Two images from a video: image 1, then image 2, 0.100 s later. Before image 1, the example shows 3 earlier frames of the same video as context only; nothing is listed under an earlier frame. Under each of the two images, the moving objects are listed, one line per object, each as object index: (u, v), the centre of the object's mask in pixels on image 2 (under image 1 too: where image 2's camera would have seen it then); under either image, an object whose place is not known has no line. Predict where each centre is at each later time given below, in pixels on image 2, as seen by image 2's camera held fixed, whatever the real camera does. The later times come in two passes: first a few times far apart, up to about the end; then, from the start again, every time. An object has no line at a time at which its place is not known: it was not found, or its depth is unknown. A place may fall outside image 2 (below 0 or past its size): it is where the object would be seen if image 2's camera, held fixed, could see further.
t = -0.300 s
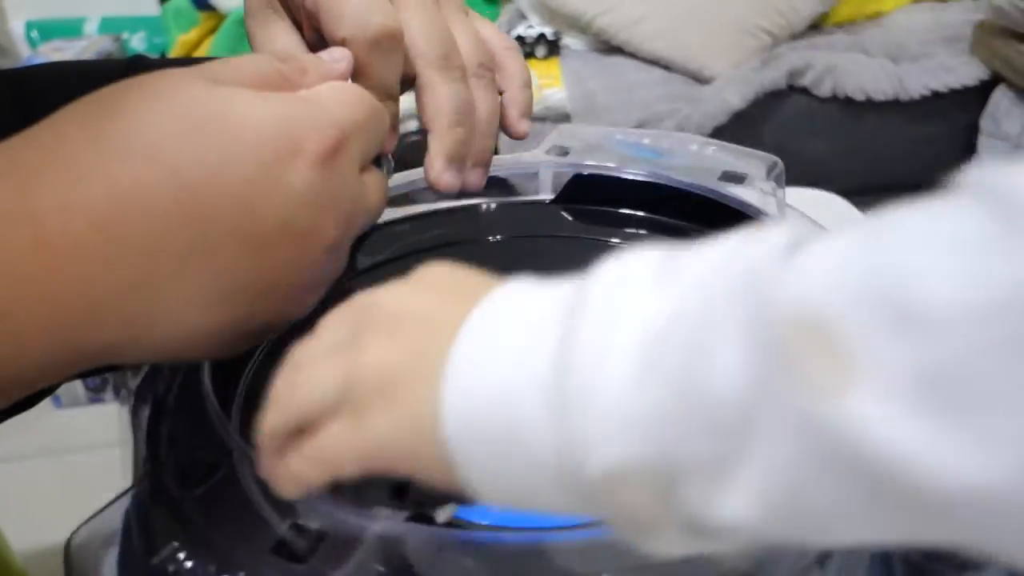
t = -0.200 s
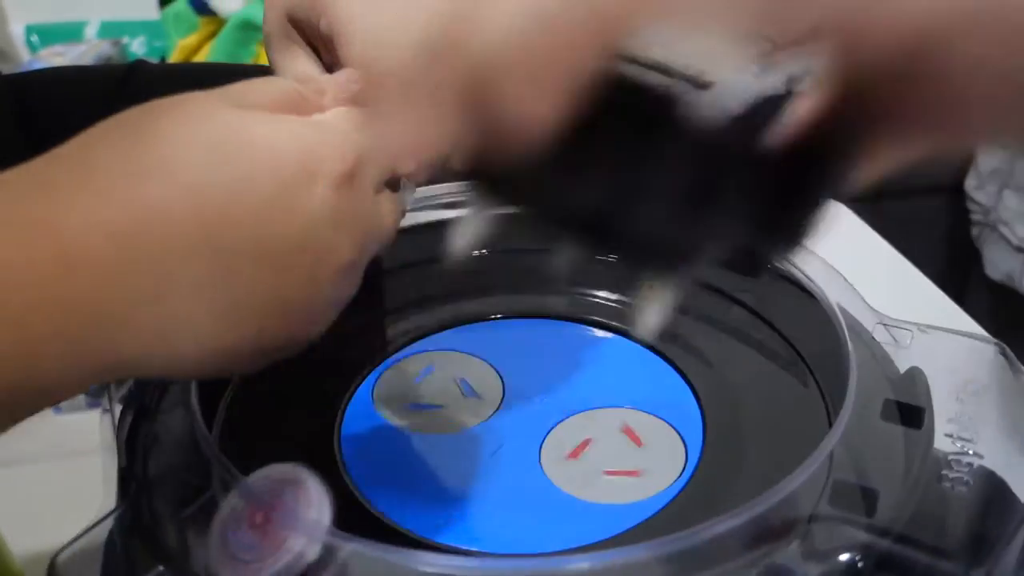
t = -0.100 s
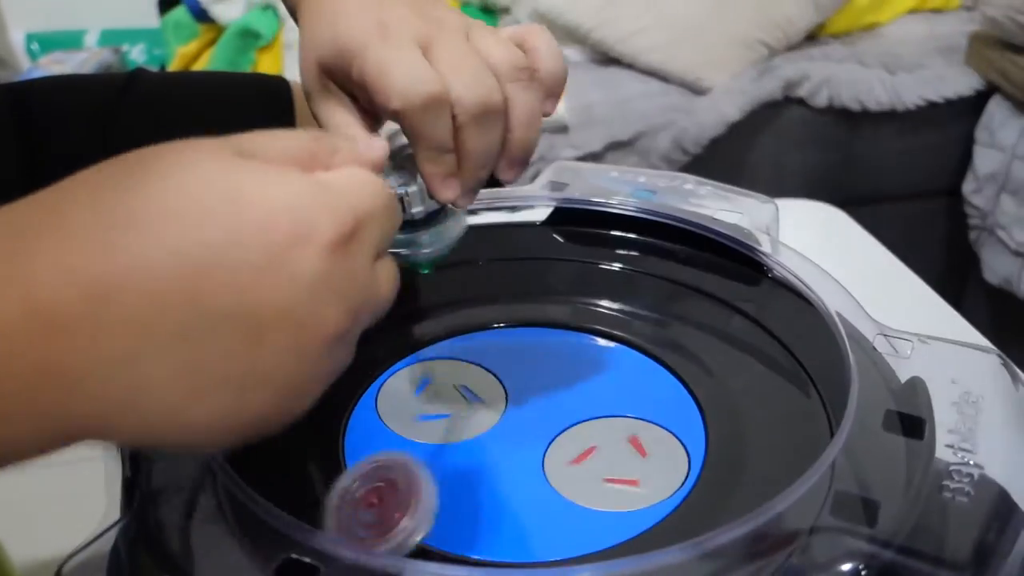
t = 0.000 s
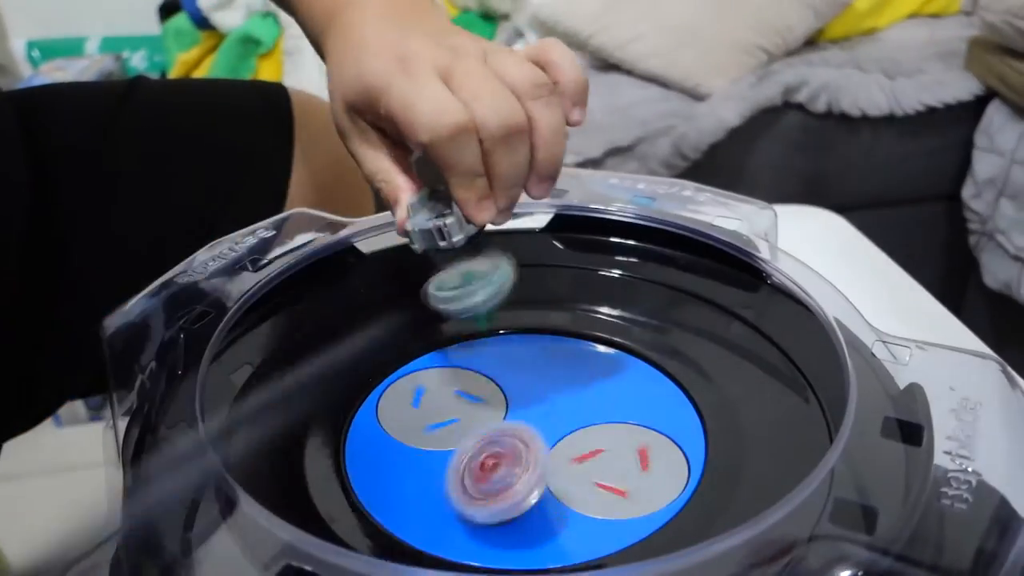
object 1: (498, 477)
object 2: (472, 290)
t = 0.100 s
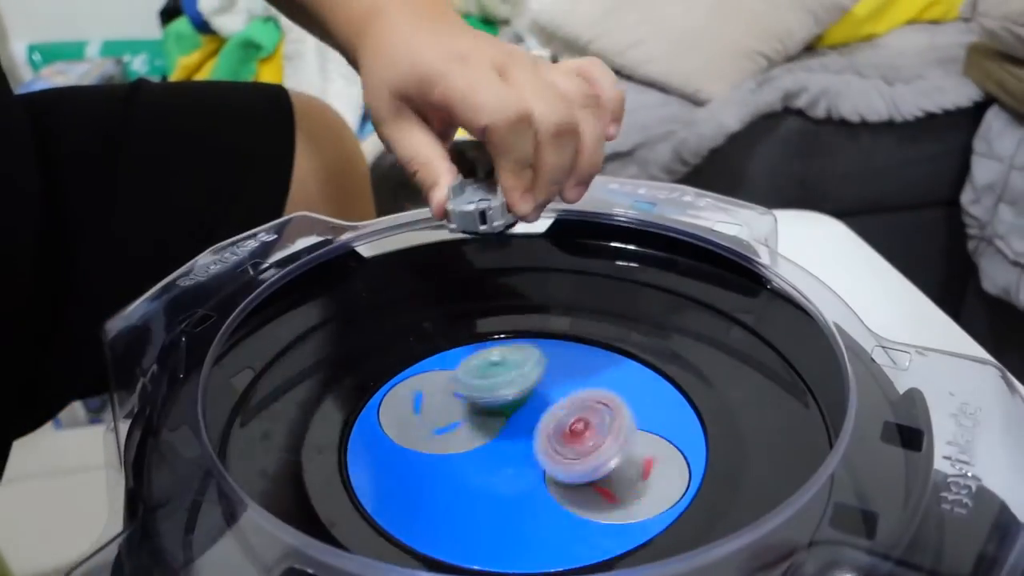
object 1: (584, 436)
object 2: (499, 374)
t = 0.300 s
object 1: (662, 392)
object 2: (441, 410)
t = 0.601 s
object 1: (654, 446)
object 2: (472, 404)
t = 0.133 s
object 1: (603, 424)
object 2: (494, 385)
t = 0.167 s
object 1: (616, 417)
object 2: (482, 394)
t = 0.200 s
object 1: (630, 409)
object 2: (468, 402)
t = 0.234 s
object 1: (641, 403)
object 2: (458, 406)
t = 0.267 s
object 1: (652, 397)
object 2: (449, 409)
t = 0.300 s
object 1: (662, 392)
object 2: (441, 410)
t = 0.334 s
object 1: (669, 390)
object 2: (433, 408)
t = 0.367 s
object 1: (673, 390)
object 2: (431, 405)
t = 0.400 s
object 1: (676, 391)
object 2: (430, 406)
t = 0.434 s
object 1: (676, 394)
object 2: (430, 408)
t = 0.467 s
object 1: (674, 400)
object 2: (438, 406)
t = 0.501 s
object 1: (669, 409)
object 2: (445, 404)
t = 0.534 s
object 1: (663, 419)
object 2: (453, 403)
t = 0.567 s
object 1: (655, 430)
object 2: (462, 404)
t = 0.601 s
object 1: (654, 446)
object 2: (472, 404)
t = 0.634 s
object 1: (649, 469)
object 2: (478, 400)
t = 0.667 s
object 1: (631, 479)
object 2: (484, 396)
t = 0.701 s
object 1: (606, 491)
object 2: (490, 391)
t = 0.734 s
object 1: (585, 499)
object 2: (496, 388)
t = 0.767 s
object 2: (503, 383)
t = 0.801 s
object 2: (504, 374)
